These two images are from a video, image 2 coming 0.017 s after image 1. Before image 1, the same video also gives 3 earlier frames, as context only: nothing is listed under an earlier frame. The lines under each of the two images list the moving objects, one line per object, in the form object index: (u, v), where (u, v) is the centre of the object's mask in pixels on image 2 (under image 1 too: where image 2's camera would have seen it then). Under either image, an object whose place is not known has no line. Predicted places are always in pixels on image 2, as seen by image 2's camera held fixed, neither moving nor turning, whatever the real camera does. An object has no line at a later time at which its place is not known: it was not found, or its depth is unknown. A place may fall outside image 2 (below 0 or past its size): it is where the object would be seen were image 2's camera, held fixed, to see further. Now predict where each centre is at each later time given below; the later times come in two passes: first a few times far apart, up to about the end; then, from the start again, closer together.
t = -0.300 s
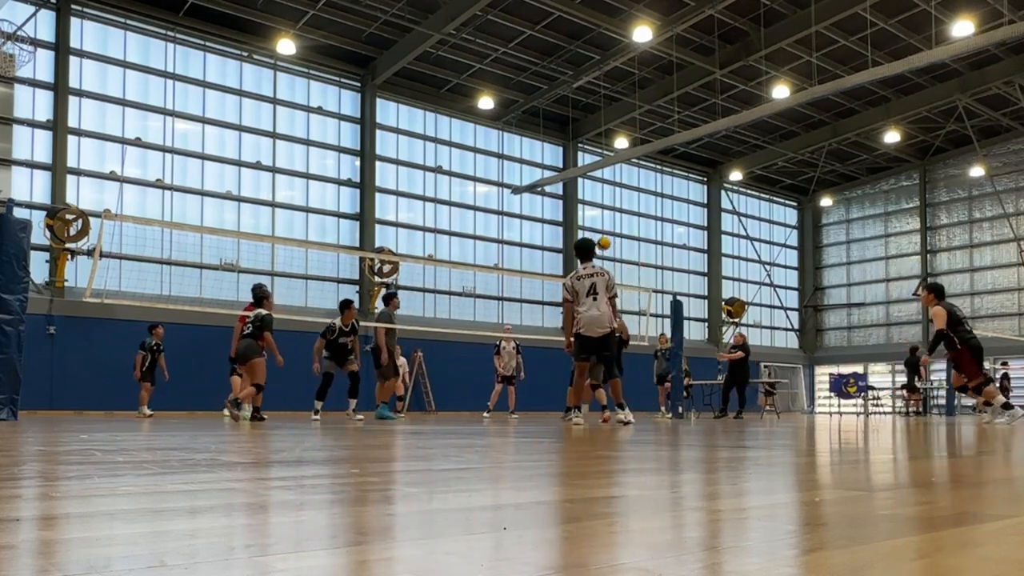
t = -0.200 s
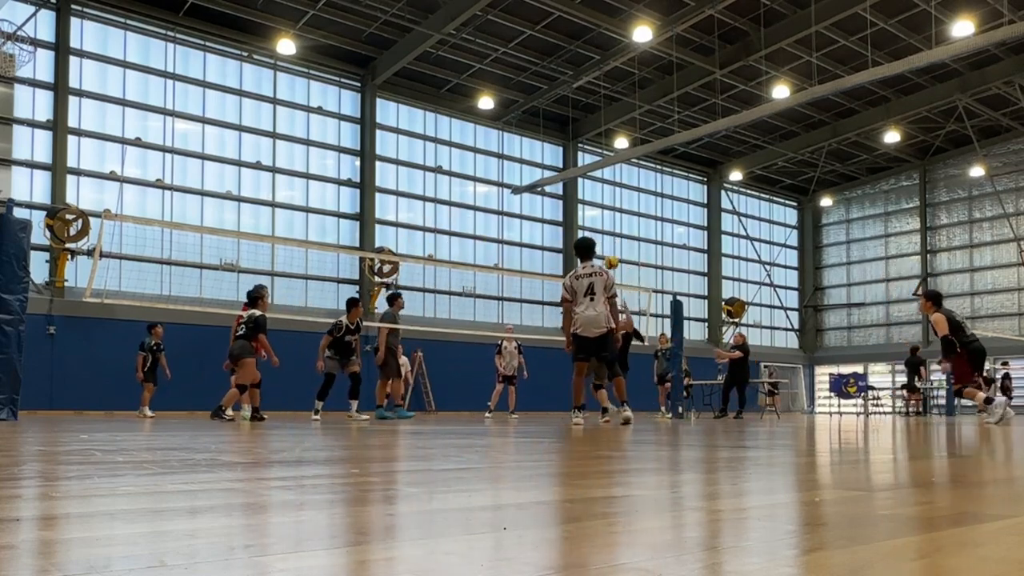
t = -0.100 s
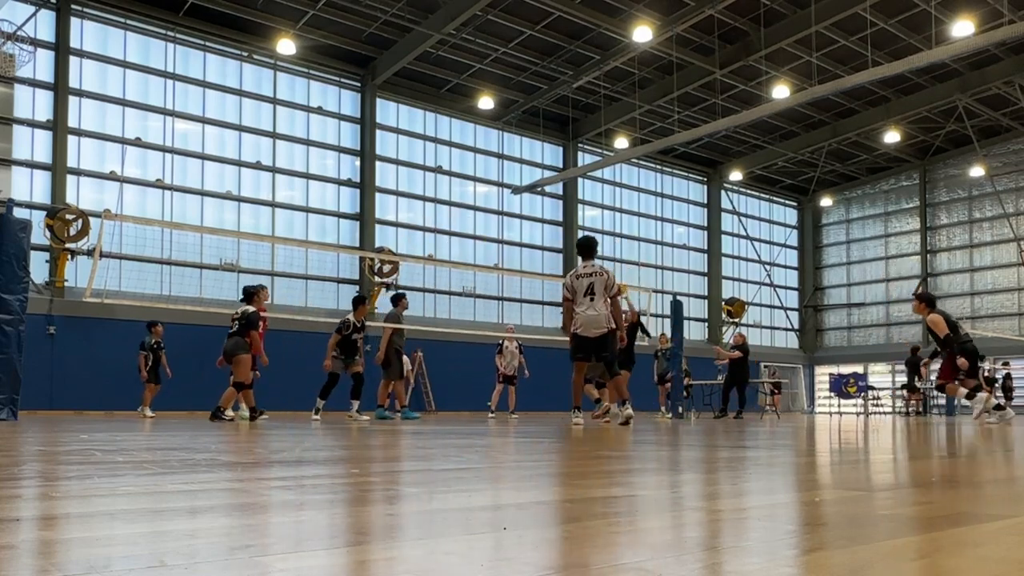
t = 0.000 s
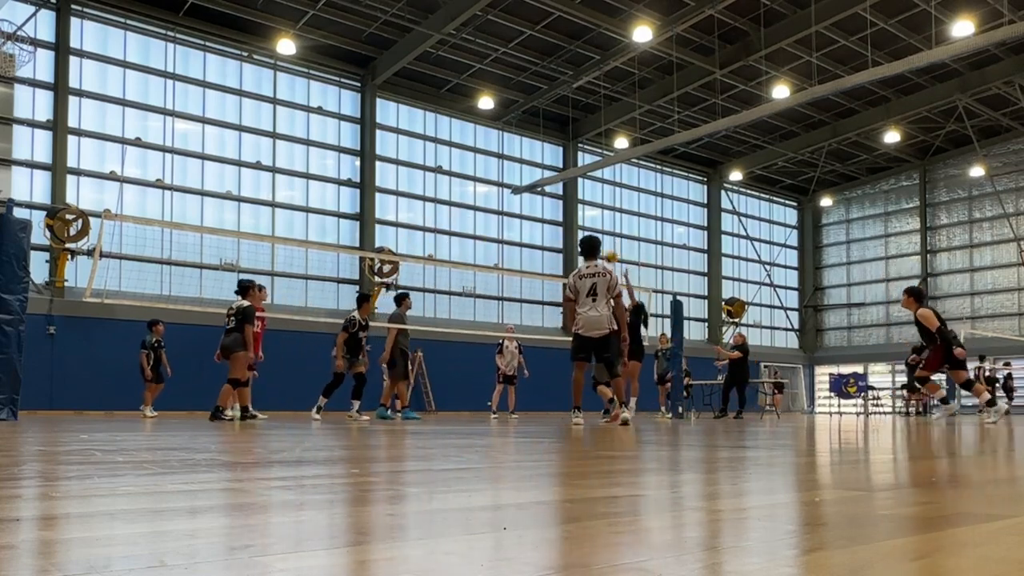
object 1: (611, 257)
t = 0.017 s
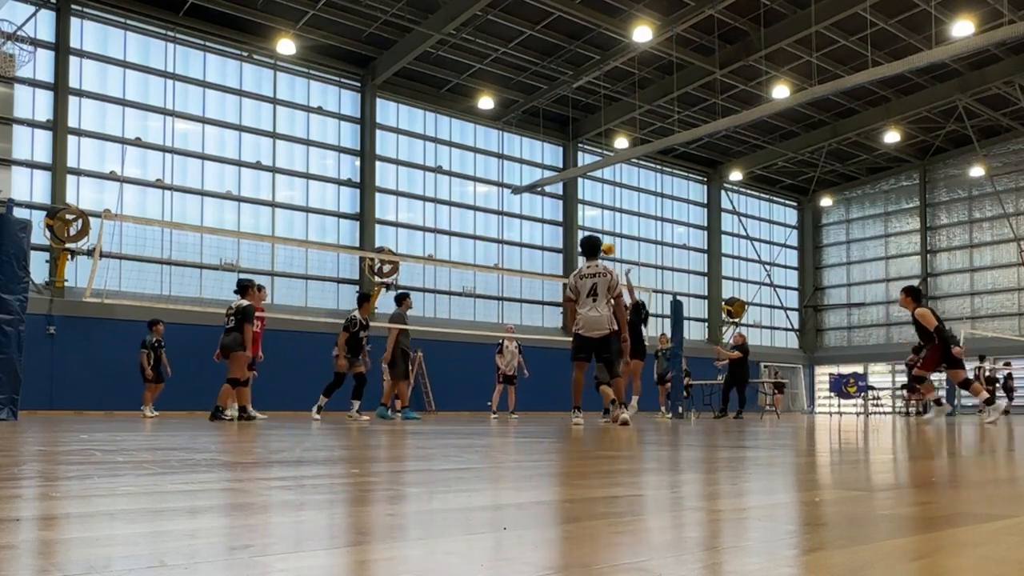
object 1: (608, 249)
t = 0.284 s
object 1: (565, 151)
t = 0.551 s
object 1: (523, 105)
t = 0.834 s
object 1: (480, 108)
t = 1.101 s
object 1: (443, 158)
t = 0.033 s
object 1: (606, 241)
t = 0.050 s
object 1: (603, 234)
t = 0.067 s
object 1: (601, 227)
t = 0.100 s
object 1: (594, 213)
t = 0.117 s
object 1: (592, 206)
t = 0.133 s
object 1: (589, 200)
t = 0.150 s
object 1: (586, 194)
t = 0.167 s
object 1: (583, 188)
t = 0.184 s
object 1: (580, 181)
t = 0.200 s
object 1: (577, 176)
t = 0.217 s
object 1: (575, 171)
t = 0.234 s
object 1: (572, 164)
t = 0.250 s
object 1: (570, 161)
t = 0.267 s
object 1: (568, 156)
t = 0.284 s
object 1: (565, 151)
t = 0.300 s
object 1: (562, 146)
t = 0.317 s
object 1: (559, 142)
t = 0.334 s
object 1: (557, 139)
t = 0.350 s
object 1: (554, 135)
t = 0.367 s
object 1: (551, 131)
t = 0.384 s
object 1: (549, 128)
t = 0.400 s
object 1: (546, 125)
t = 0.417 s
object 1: (544, 122)
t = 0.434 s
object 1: (541, 119)
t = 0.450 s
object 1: (539, 117)
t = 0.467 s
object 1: (536, 114)
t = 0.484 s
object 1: (533, 112)
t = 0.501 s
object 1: (531, 110)
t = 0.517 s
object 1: (528, 108)
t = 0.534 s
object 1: (526, 106)
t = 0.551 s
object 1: (523, 105)
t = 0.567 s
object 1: (521, 103)
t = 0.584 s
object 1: (519, 102)
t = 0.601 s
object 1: (516, 101)
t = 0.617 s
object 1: (514, 101)
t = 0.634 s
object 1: (511, 100)
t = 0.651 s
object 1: (509, 100)
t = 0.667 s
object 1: (506, 99)
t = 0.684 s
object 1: (504, 99)
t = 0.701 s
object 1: (502, 99)
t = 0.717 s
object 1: (499, 100)
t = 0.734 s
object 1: (498, 100)
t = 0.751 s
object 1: (495, 101)
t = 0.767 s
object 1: (492, 101)
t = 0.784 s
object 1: (489, 102)
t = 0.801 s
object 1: (486, 104)
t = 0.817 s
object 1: (483, 106)
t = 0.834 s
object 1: (480, 108)
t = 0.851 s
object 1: (478, 109)
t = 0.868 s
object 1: (476, 111)
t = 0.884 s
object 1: (474, 113)
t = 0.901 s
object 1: (472, 115)
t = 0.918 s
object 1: (469, 117)
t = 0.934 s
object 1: (467, 120)
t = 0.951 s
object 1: (464, 123)
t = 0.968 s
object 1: (462, 126)
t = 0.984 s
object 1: (460, 130)
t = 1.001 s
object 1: (457, 133)
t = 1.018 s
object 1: (455, 137)
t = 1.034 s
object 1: (453, 140)
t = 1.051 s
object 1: (450, 145)
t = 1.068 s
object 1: (448, 148)
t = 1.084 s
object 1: (446, 153)
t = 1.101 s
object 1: (443, 158)
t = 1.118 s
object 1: (441, 163)
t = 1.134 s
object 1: (439, 167)
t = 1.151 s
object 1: (436, 172)
